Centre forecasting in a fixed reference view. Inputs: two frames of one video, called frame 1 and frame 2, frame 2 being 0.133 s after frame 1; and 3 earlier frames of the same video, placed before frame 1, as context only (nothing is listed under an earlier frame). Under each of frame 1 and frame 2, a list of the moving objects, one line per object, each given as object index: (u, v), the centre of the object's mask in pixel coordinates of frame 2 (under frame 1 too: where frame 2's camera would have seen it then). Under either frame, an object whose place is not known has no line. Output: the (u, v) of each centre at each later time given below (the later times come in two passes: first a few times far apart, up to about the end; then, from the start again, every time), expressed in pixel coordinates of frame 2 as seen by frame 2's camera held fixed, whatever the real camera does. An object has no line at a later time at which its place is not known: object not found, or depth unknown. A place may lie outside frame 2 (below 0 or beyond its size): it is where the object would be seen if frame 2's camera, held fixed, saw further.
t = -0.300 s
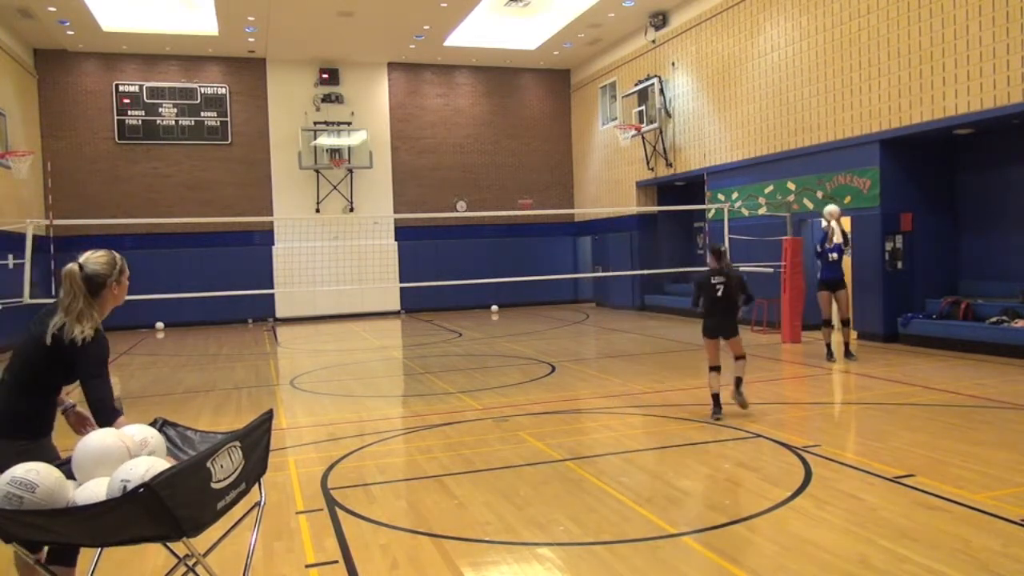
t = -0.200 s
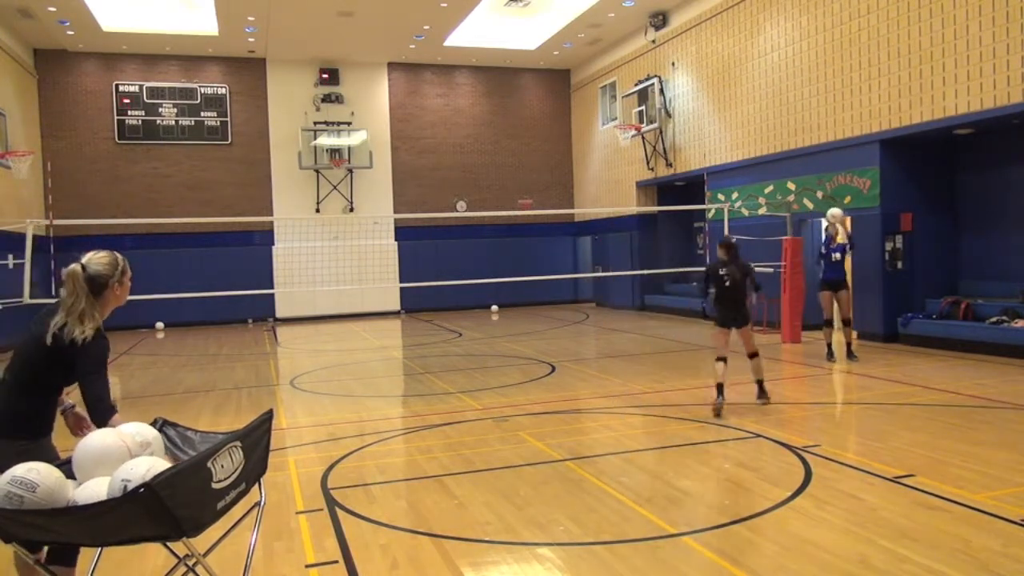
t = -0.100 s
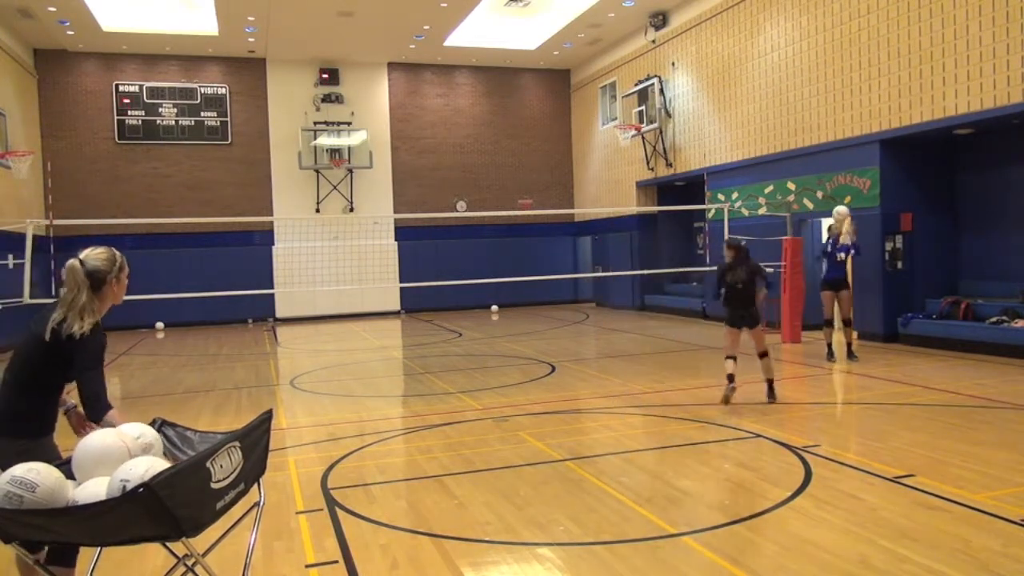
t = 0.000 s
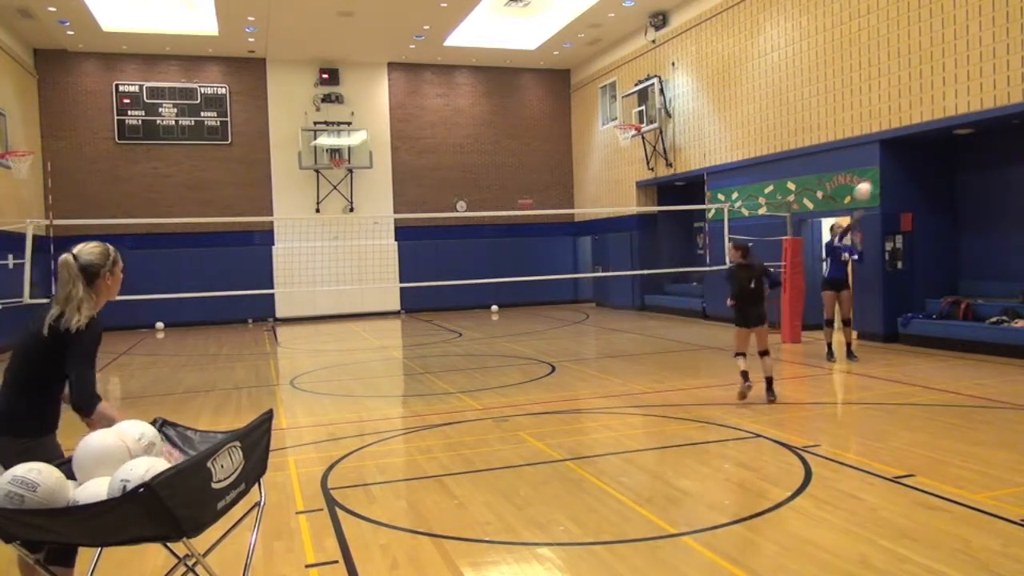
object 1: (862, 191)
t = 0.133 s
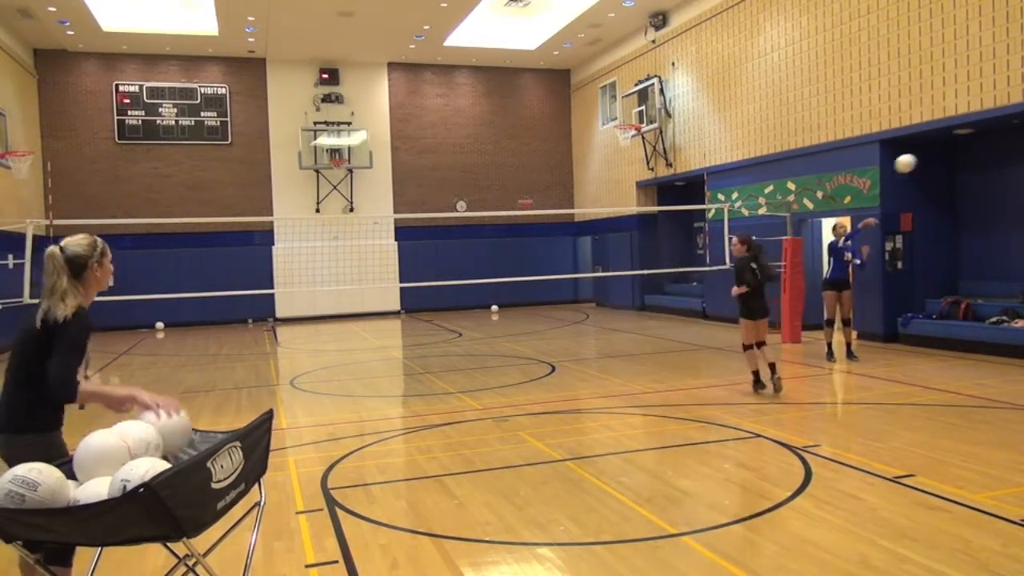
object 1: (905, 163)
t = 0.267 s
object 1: (952, 148)
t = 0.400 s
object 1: (1005, 146)
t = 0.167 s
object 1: (916, 158)
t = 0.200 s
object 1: (928, 154)
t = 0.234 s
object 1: (940, 150)
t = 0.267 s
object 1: (952, 148)
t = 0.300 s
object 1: (964, 146)
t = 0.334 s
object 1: (978, 145)
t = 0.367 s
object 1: (991, 145)
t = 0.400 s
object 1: (1005, 146)
